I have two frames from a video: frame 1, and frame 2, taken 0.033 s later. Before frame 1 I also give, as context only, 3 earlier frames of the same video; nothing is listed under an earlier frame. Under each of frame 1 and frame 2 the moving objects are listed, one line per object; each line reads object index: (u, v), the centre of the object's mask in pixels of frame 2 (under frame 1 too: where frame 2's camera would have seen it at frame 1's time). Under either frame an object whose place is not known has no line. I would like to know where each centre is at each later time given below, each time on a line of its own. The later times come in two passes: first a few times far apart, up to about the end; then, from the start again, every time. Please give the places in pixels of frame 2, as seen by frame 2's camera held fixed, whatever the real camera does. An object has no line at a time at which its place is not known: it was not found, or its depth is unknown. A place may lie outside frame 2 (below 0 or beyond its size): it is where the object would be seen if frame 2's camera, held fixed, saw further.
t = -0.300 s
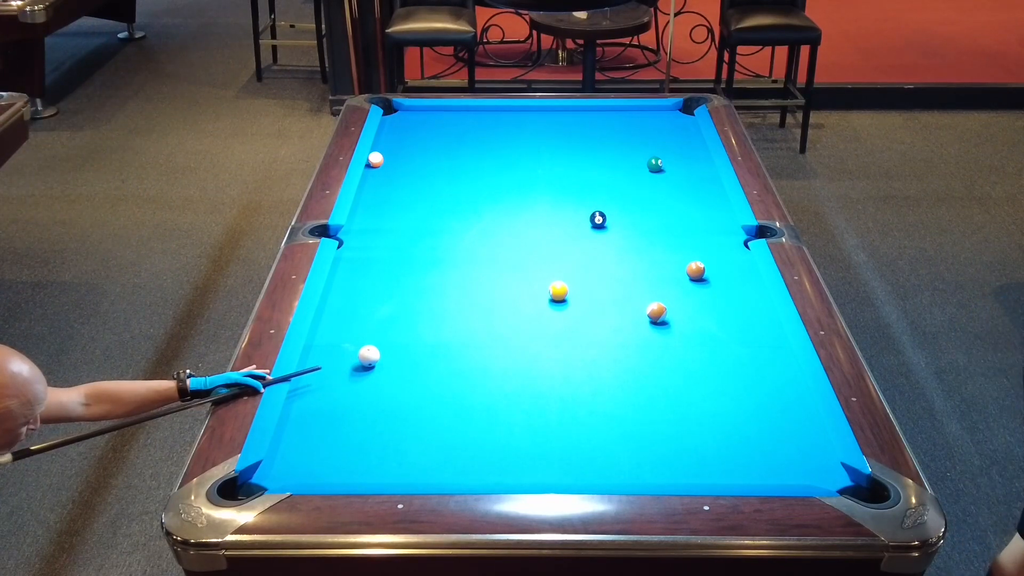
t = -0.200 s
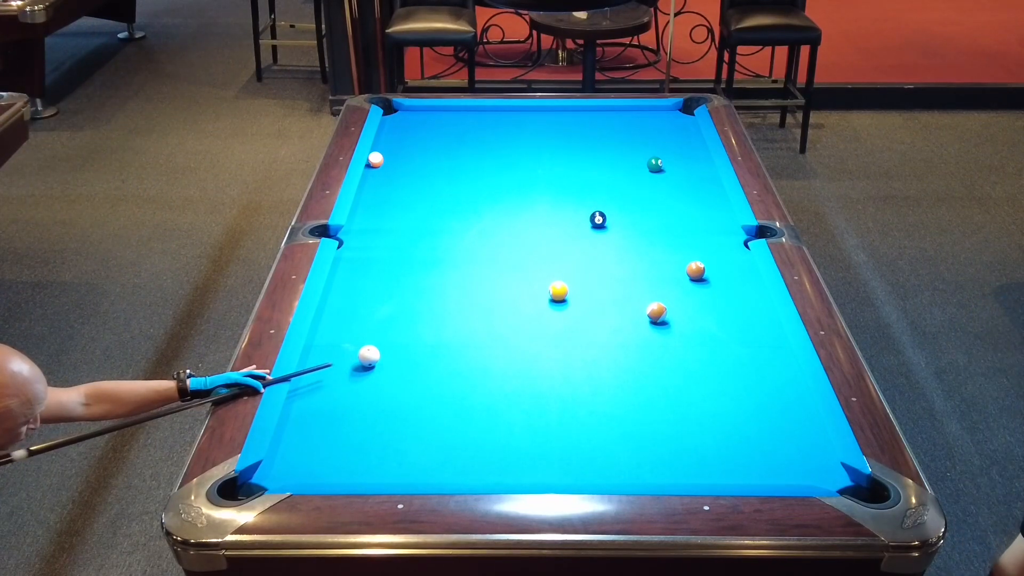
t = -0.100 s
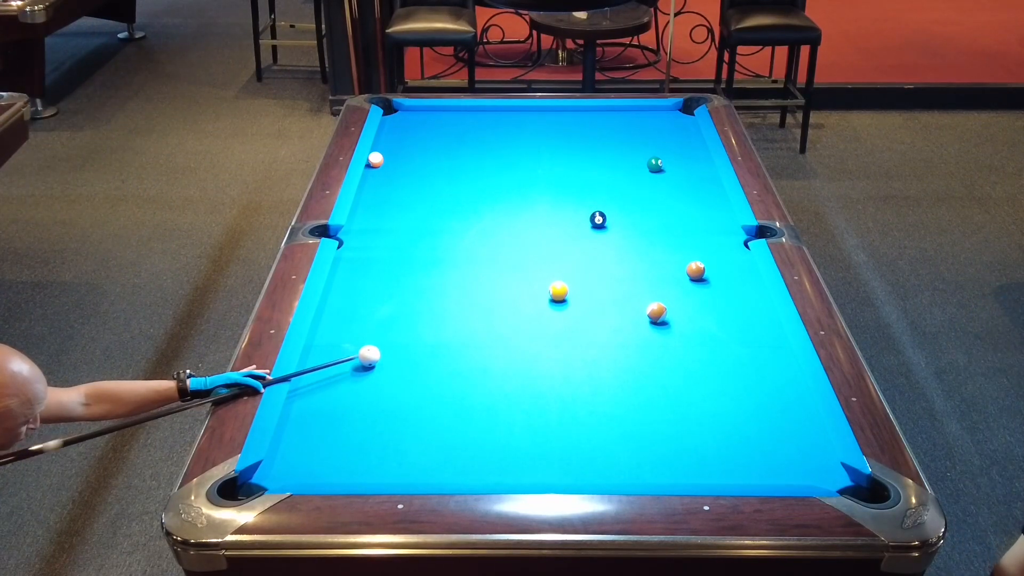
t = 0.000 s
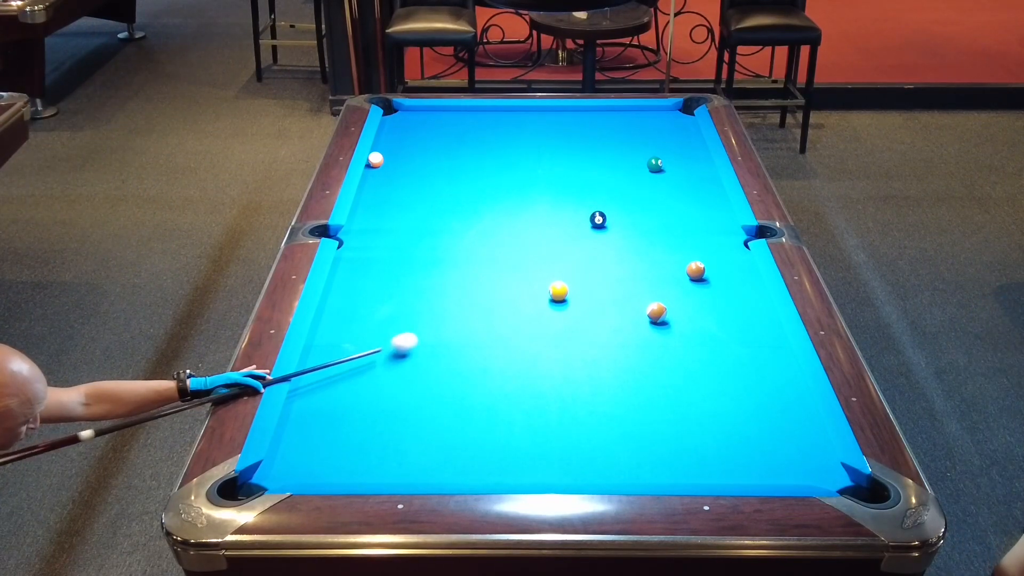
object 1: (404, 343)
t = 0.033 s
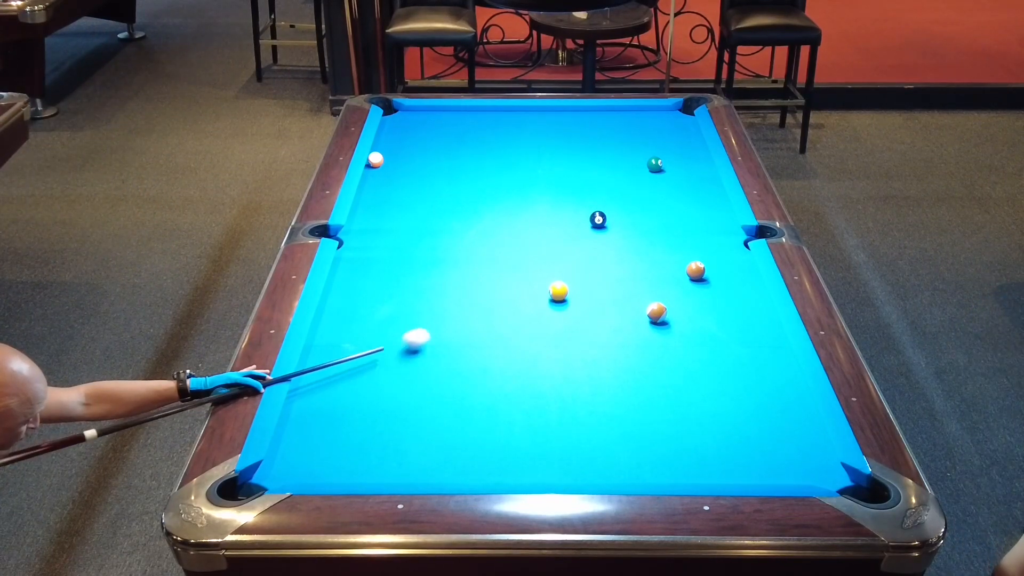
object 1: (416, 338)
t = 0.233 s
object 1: (484, 314)
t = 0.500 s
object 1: (542, 294)
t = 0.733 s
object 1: (554, 289)
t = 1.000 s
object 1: (566, 283)
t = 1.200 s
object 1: (573, 279)
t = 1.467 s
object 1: (583, 274)
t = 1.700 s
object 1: (590, 272)
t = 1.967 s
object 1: (596, 269)
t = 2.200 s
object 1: (601, 267)
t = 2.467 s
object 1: (605, 265)
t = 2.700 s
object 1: (608, 264)
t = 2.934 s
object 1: (610, 263)
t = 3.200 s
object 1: (611, 263)
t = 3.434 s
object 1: (611, 263)
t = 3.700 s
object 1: (611, 263)
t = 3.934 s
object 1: (611, 263)
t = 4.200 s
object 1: (611, 263)
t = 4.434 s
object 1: (611, 263)
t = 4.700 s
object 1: (611, 263)
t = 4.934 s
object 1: (611, 263)
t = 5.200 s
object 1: (611, 263)
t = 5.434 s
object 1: (611, 263)
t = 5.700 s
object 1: (611, 263)
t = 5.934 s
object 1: (611, 263)
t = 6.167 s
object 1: (611, 263)
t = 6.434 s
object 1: (611, 263)
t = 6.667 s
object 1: (611, 263)
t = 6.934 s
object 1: (611, 263)
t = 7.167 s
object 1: (611, 263)
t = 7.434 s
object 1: (611, 263)
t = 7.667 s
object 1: (611, 263)
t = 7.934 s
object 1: (611, 263)
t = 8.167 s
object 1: (611, 263)
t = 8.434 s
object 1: (611, 263)
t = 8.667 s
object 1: (611, 263)
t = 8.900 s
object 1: (611, 263)
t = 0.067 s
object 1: (428, 334)
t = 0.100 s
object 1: (440, 330)
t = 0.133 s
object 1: (451, 326)
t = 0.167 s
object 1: (462, 322)
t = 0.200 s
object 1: (473, 318)
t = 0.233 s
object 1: (484, 314)
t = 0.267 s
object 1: (495, 311)
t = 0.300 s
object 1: (505, 307)
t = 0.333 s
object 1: (516, 303)
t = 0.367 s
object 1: (526, 300)
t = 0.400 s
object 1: (535, 297)
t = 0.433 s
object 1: (542, 295)
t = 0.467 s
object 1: (542, 295)
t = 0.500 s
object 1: (542, 294)
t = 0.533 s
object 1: (544, 294)
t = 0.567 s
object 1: (546, 293)
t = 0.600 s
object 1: (547, 292)
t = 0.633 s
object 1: (549, 291)
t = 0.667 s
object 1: (551, 290)
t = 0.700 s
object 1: (553, 289)
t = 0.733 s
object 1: (554, 289)
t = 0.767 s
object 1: (556, 288)
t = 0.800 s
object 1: (557, 287)
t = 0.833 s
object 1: (559, 287)
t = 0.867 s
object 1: (560, 286)
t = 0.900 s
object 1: (562, 285)
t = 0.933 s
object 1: (563, 284)
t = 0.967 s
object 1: (565, 283)
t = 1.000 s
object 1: (566, 283)
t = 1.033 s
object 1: (568, 282)
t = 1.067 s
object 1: (569, 281)
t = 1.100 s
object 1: (570, 281)
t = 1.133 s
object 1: (571, 280)
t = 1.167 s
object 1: (573, 280)
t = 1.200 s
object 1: (573, 279)
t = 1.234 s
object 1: (575, 279)
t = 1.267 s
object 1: (576, 278)
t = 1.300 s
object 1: (577, 278)
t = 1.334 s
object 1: (579, 277)
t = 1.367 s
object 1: (579, 276)
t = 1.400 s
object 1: (581, 276)
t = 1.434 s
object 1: (582, 275)
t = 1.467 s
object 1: (583, 274)
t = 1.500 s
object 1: (584, 275)
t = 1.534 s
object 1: (585, 274)
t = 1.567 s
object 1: (586, 273)
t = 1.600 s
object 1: (587, 273)
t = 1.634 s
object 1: (588, 272)
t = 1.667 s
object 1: (589, 272)
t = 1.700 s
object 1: (590, 272)
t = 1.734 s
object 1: (590, 271)
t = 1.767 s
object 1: (591, 271)
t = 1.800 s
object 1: (592, 270)
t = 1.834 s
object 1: (593, 270)
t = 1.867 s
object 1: (594, 270)
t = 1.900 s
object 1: (595, 269)
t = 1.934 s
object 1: (595, 269)
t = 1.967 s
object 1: (596, 269)
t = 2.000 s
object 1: (597, 268)
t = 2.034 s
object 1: (598, 268)
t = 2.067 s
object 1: (598, 267)
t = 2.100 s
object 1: (599, 267)
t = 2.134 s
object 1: (600, 267)
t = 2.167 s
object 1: (600, 267)
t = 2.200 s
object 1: (601, 267)
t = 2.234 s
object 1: (602, 266)
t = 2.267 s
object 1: (602, 266)
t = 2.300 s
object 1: (603, 266)
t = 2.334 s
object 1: (603, 265)
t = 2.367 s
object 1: (604, 265)
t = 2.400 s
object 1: (605, 265)
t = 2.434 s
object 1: (605, 265)
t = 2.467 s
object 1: (605, 265)
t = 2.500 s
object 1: (606, 265)
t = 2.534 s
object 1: (606, 264)
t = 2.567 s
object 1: (607, 264)
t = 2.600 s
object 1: (607, 264)
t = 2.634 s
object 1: (607, 264)
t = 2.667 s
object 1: (608, 264)
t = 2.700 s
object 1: (608, 264)
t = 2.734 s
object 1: (609, 264)
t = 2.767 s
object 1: (609, 263)
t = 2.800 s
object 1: (609, 263)
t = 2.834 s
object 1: (610, 263)
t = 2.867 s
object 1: (610, 263)
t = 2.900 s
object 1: (610, 263)
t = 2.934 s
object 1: (610, 263)
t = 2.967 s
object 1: (610, 263)
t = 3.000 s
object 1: (611, 263)
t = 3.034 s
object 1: (611, 263)
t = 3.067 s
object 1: (611, 263)
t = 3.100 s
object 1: (611, 263)
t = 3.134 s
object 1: (611, 263)
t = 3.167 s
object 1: (611, 263)
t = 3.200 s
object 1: (611, 263)
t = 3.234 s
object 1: (611, 263)
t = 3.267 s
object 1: (611, 263)
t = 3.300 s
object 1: (611, 263)
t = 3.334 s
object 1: (611, 263)
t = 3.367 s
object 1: (611, 263)
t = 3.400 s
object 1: (611, 263)
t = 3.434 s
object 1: (611, 263)
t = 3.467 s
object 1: (611, 263)
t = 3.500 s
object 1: (611, 263)
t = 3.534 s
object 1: (611, 263)
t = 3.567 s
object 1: (611, 263)
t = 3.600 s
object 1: (611, 263)
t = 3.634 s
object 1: (611, 263)
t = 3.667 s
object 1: (611, 263)
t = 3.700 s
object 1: (611, 263)
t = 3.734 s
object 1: (611, 263)
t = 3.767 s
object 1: (611, 263)
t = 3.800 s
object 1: (611, 263)
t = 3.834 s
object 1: (611, 263)
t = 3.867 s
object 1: (611, 263)
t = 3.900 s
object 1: (611, 263)
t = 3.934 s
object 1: (611, 263)
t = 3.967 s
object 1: (611, 263)
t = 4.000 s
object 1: (611, 263)
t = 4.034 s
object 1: (611, 263)
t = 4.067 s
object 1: (611, 263)
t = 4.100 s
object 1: (611, 263)
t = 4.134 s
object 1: (611, 263)
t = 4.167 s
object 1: (611, 263)
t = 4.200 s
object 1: (611, 263)
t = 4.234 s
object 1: (611, 263)
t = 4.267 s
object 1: (611, 263)
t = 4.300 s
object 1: (611, 263)
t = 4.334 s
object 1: (611, 263)
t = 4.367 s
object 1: (611, 263)
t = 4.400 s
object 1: (611, 263)
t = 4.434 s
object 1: (611, 263)
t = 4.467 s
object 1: (611, 263)
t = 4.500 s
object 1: (611, 263)
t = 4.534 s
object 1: (611, 263)
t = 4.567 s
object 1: (611, 263)
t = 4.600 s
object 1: (611, 263)
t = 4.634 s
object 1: (611, 263)
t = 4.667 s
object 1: (611, 263)
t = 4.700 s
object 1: (611, 263)
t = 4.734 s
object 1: (611, 263)
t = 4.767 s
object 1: (611, 263)
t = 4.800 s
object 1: (611, 263)
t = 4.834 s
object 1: (611, 263)
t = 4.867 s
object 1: (611, 263)
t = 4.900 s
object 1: (611, 263)
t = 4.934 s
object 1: (611, 263)
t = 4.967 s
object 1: (611, 263)
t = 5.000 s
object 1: (611, 263)
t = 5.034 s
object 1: (611, 263)
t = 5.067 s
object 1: (611, 263)
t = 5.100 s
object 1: (611, 263)
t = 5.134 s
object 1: (611, 263)
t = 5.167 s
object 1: (611, 263)
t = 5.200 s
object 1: (611, 263)
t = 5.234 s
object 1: (611, 263)
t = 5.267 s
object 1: (611, 263)
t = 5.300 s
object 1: (611, 263)
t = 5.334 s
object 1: (611, 263)
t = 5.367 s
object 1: (611, 263)
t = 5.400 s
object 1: (611, 263)
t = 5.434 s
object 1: (611, 263)
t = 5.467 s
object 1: (611, 263)
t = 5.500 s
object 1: (611, 263)
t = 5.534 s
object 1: (611, 263)
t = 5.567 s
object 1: (611, 263)
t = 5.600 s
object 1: (611, 263)
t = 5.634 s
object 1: (611, 263)
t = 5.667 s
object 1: (611, 263)
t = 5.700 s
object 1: (611, 263)
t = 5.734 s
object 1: (611, 263)
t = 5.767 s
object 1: (611, 263)
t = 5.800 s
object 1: (611, 263)
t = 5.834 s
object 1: (611, 263)
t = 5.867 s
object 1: (611, 263)
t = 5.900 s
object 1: (611, 263)
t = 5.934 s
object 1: (611, 263)
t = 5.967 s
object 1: (611, 263)
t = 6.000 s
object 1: (611, 263)
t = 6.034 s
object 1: (611, 263)
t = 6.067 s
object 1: (611, 263)
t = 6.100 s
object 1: (611, 263)
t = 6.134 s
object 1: (611, 263)
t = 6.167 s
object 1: (611, 263)
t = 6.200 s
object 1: (611, 263)
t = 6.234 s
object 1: (611, 263)
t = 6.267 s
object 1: (611, 263)
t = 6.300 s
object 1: (611, 263)
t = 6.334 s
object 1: (611, 263)
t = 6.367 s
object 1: (611, 263)
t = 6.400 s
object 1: (611, 263)
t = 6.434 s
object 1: (611, 263)
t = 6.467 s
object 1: (611, 263)
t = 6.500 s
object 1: (611, 263)
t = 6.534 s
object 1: (611, 263)
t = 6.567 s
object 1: (611, 263)
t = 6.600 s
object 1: (611, 263)
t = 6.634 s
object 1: (611, 263)
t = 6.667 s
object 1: (611, 263)
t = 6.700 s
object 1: (611, 263)
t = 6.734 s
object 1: (611, 263)
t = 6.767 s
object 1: (611, 263)
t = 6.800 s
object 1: (611, 263)
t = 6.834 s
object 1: (611, 263)
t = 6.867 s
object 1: (611, 263)
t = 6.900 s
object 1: (611, 263)
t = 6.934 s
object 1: (611, 263)
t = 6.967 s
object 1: (611, 263)
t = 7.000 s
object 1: (611, 263)
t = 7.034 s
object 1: (611, 263)
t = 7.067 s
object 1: (611, 263)
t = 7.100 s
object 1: (611, 263)
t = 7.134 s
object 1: (611, 263)
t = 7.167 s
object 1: (611, 263)
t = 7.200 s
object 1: (611, 263)
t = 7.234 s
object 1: (611, 263)
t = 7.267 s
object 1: (611, 263)
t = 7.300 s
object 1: (611, 263)
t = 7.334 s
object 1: (611, 263)
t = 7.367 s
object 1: (611, 263)
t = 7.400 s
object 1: (611, 263)
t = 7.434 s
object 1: (611, 263)
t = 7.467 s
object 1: (611, 263)
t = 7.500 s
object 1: (611, 263)
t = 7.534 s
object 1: (611, 263)
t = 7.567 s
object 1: (611, 263)
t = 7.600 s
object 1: (611, 263)
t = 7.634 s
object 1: (611, 263)
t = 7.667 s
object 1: (611, 263)
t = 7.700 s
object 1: (611, 263)
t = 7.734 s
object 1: (611, 263)
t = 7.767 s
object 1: (611, 263)
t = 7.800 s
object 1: (611, 263)
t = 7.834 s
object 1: (611, 263)
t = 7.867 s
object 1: (611, 263)
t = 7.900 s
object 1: (611, 263)
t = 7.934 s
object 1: (611, 263)
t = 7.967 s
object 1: (611, 263)
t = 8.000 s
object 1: (611, 263)
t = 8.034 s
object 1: (611, 263)
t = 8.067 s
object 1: (611, 263)
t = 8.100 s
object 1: (611, 263)
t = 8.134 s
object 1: (611, 263)
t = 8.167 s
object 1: (611, 263)
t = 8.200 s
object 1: (611, 263)
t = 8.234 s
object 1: (611, 263)
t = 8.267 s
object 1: (611, 263)
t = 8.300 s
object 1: (611, 263)
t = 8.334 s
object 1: (611, 263)
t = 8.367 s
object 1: (611, 263)
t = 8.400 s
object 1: (611, 263)
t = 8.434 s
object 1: (611, 263)
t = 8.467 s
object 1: (611, 263)
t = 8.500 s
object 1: (611, 263)
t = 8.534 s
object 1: (611, 263)
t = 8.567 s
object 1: (611, 263)
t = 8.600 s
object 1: (611, 263)
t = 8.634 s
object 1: (611, 263)
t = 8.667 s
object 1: (611, 263)
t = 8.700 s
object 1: (611, 263)
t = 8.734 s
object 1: (611, 263)
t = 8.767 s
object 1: (611, 263)
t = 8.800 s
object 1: (611, 263)
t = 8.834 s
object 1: (611, 263)
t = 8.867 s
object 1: (611, 263)
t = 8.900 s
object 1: (611, 263)
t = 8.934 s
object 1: (611, 263)
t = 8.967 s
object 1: (611, 263)
